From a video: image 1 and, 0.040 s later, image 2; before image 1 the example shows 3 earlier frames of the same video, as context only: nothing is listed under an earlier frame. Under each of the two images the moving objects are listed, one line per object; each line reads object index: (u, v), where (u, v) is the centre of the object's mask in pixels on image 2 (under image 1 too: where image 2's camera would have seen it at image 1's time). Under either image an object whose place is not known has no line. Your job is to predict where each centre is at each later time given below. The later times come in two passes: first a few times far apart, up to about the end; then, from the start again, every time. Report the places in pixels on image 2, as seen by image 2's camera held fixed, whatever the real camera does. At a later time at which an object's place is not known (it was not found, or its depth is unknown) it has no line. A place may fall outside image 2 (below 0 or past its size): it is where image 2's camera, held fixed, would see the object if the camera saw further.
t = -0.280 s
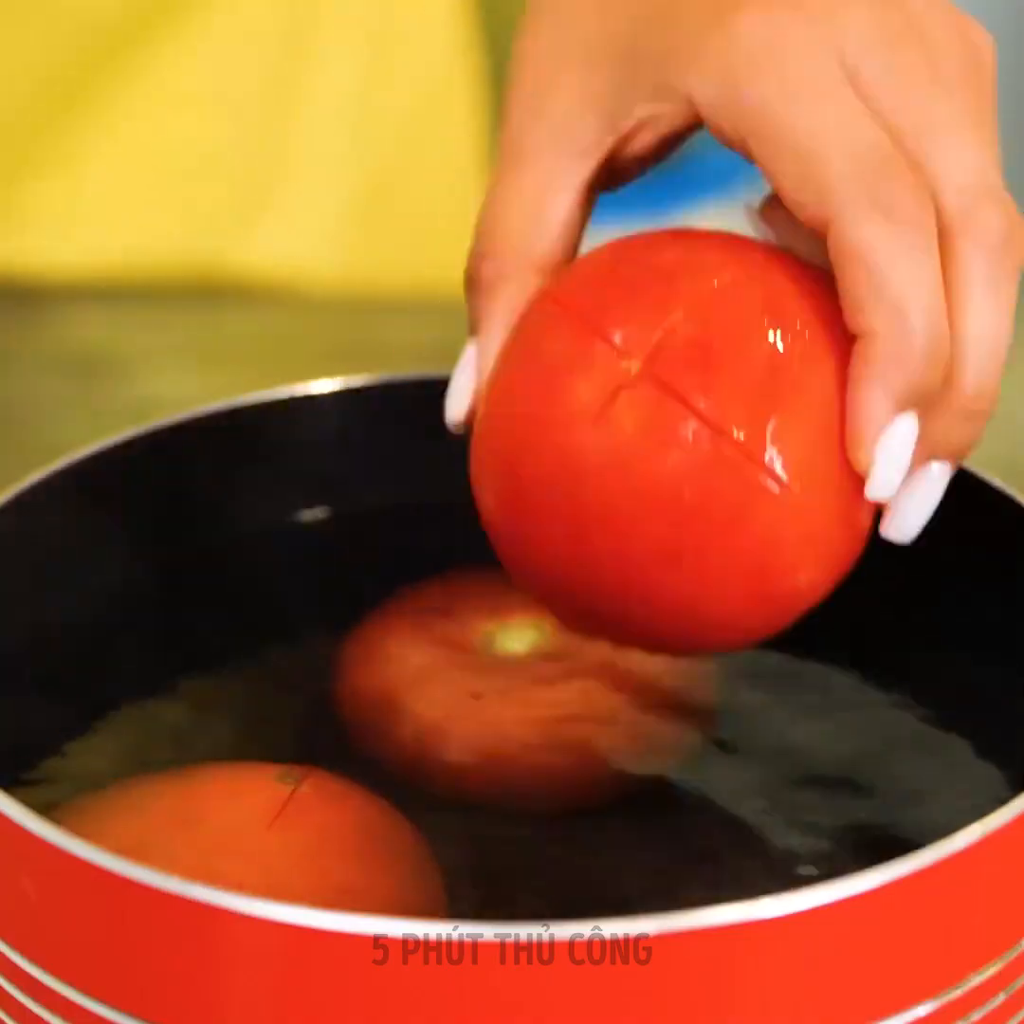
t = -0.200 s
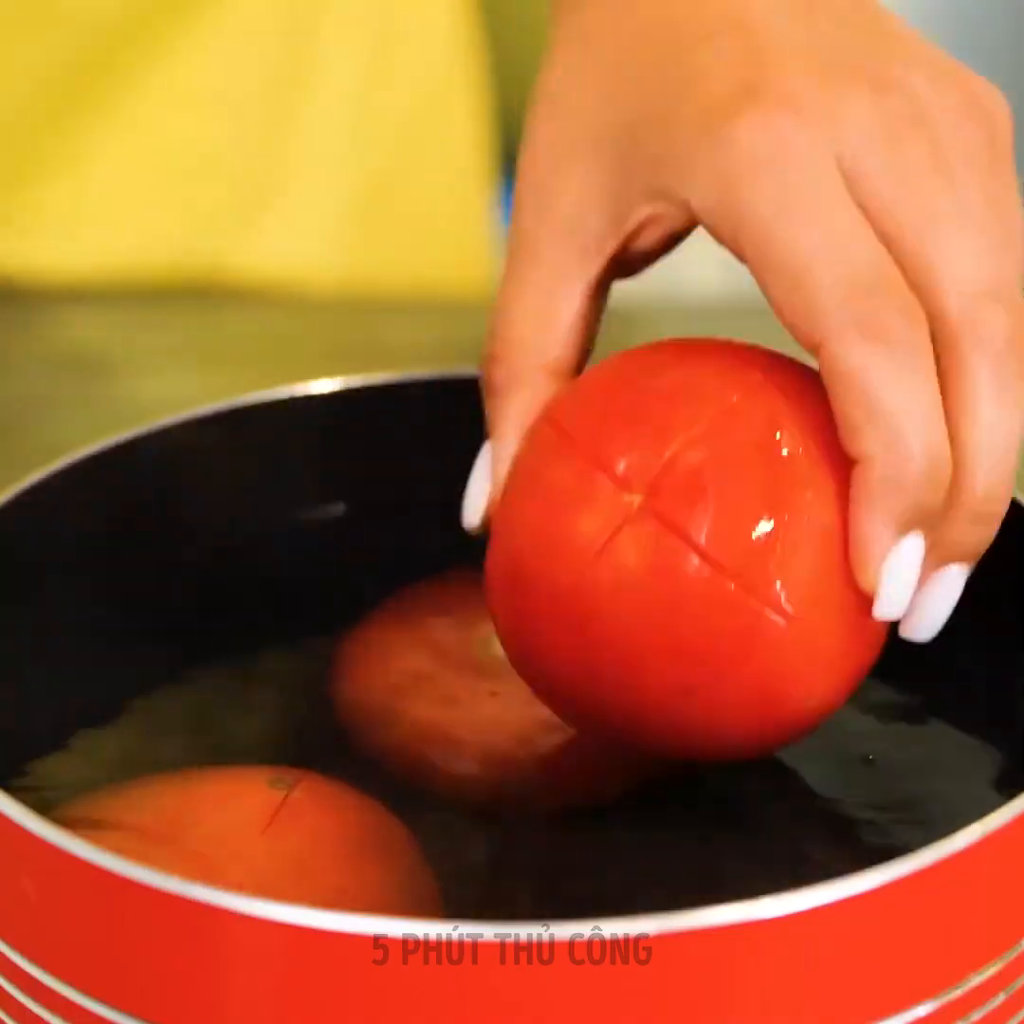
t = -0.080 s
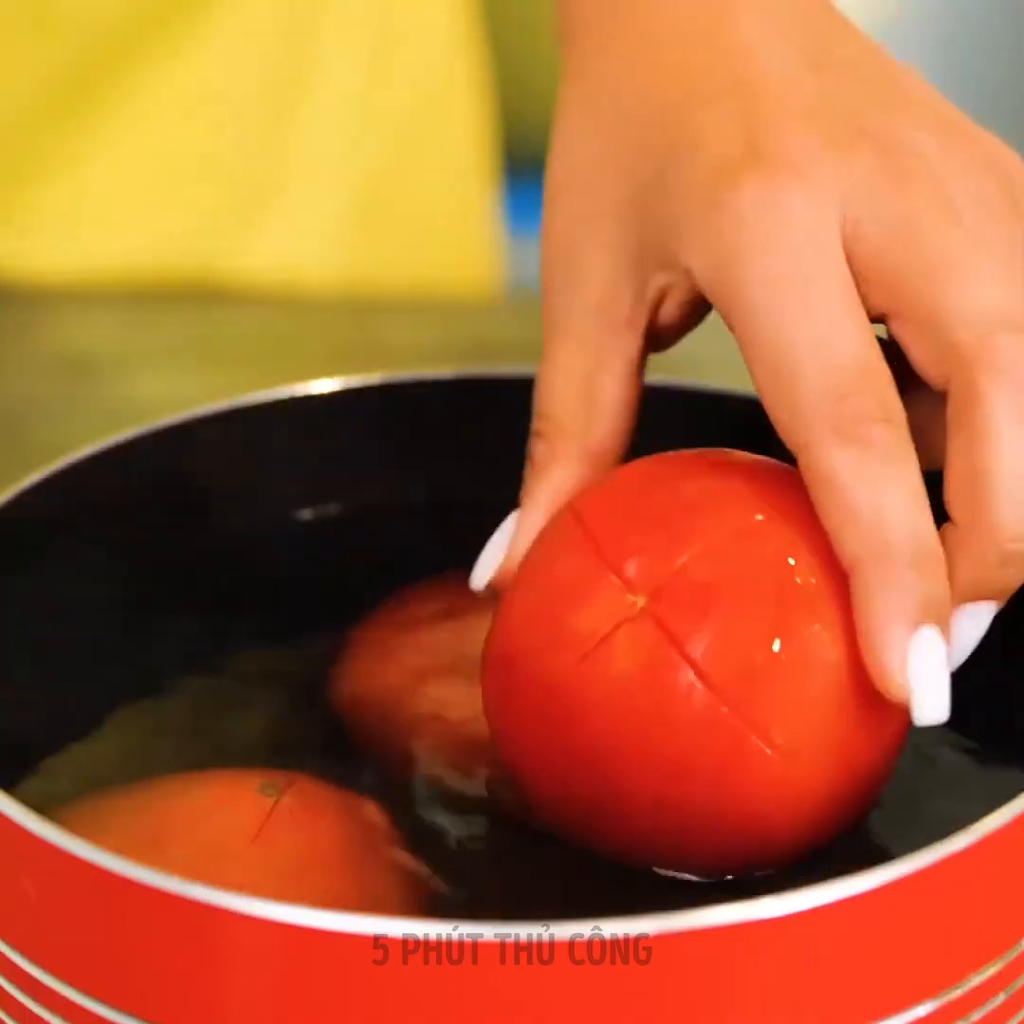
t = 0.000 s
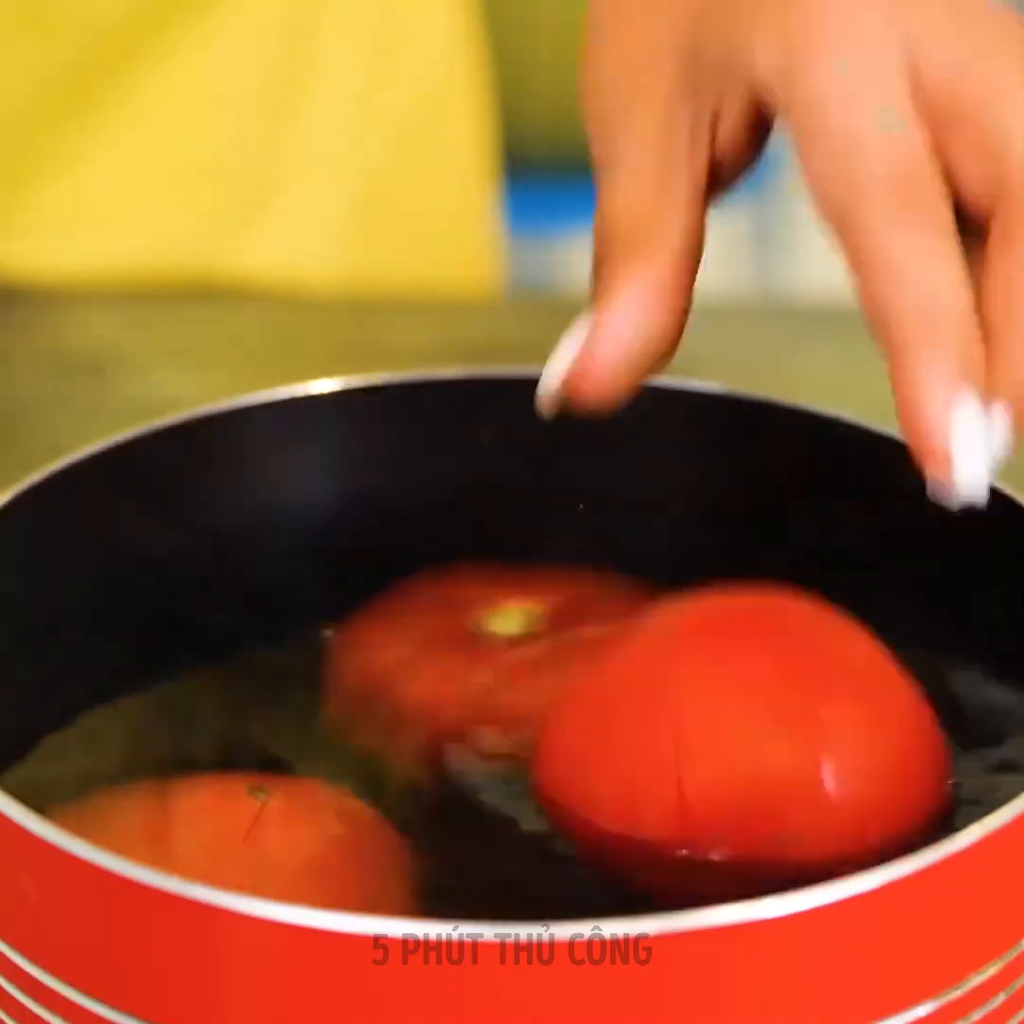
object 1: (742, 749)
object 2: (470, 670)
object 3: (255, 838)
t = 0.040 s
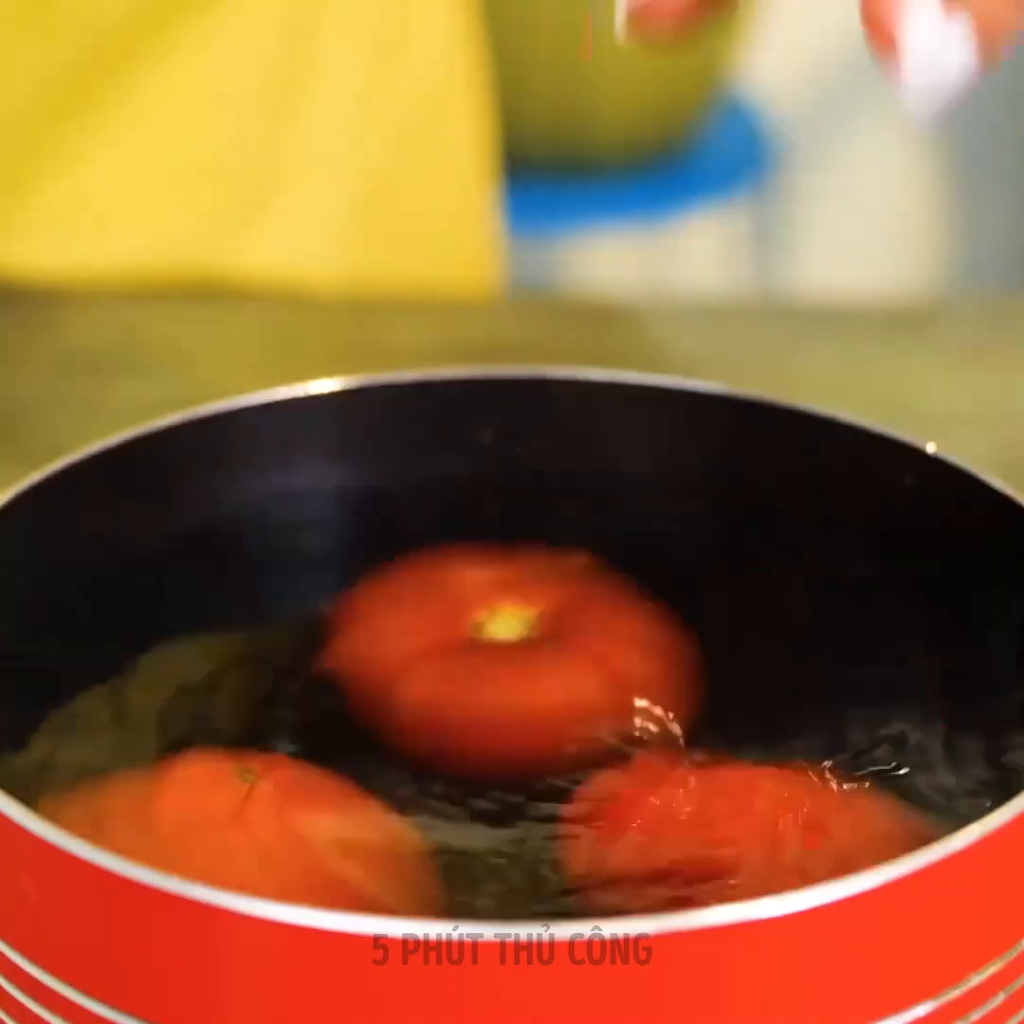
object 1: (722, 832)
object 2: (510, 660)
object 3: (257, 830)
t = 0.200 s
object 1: (758, 815)
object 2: (527, 676)
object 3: (255, 829)
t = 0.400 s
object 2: (541, 676)
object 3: (270, 834)
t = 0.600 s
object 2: (555, 665)
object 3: (280, 832)
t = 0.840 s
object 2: (549, 669)
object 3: (283, 837)
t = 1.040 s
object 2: (549, 673)
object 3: (273, 840)
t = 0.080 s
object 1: (749, 811)
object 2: (491, 673)
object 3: (243, 831)
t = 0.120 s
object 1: (774, 817)
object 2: (514, 681)
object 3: (255, 834)
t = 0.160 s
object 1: (763, 817)
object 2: (510, 672)
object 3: (262, 831)
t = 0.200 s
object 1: (758, 815)
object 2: (527, 676)
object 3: (255, 829)
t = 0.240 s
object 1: (764, 822)
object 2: (522, 677)
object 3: (268, 838)
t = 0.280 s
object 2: (538, 671)
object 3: (260, 831)
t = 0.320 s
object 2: (511, 674)
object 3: (263, 837)
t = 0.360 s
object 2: (542, 672)
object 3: (270, 834)
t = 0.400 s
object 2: (541, 676)
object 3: (270, 834)
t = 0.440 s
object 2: (545, 683)
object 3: (271, 835)
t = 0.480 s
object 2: (548, 675)
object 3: (283, 828)
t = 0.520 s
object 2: (546, 676)
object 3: (275, 835)
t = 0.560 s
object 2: (544, 674)
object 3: (274, 834)
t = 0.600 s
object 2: (555, 665)
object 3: (280, 832)
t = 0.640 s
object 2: (550, 671)
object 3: (280, 835)
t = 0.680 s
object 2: (545, 678)
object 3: (280, 838)
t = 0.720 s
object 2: (554, 667)
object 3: (288, 835)
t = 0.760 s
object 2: (554, 674)
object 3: (284, 832)
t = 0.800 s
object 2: (550, 672)
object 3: (278, 835)
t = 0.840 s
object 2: (549, 669)
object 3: (283, 837)
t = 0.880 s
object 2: (550, 674)
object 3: (287, 839)
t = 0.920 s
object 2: (547, 678)
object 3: (285, 841)
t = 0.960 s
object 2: (551, 670)
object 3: (280, 839)
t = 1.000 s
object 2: (557, 678)
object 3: (274, 838)
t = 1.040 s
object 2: (549, 673)
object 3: (273, 840)
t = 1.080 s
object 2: (553, 668)
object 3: (267, 839)
